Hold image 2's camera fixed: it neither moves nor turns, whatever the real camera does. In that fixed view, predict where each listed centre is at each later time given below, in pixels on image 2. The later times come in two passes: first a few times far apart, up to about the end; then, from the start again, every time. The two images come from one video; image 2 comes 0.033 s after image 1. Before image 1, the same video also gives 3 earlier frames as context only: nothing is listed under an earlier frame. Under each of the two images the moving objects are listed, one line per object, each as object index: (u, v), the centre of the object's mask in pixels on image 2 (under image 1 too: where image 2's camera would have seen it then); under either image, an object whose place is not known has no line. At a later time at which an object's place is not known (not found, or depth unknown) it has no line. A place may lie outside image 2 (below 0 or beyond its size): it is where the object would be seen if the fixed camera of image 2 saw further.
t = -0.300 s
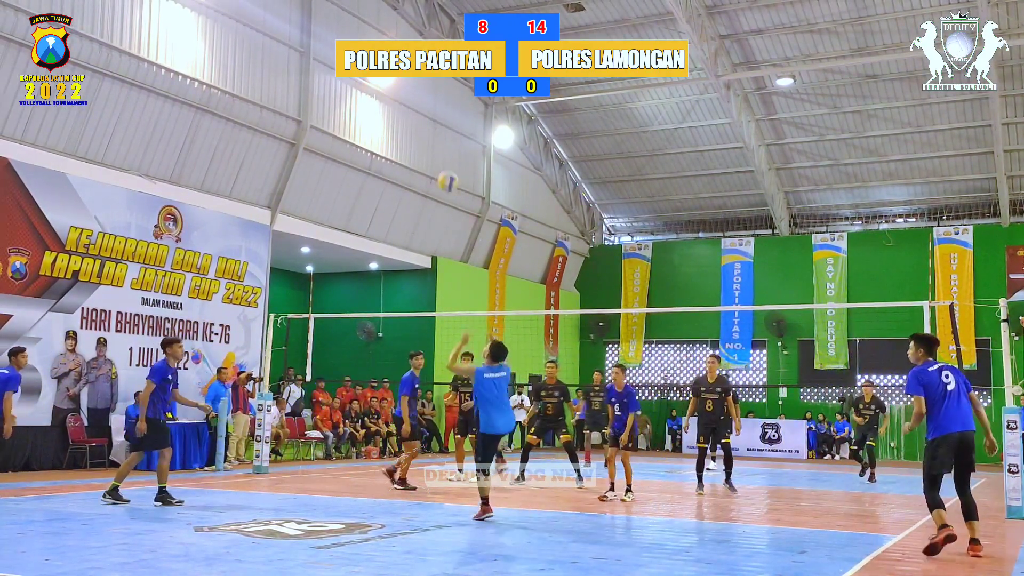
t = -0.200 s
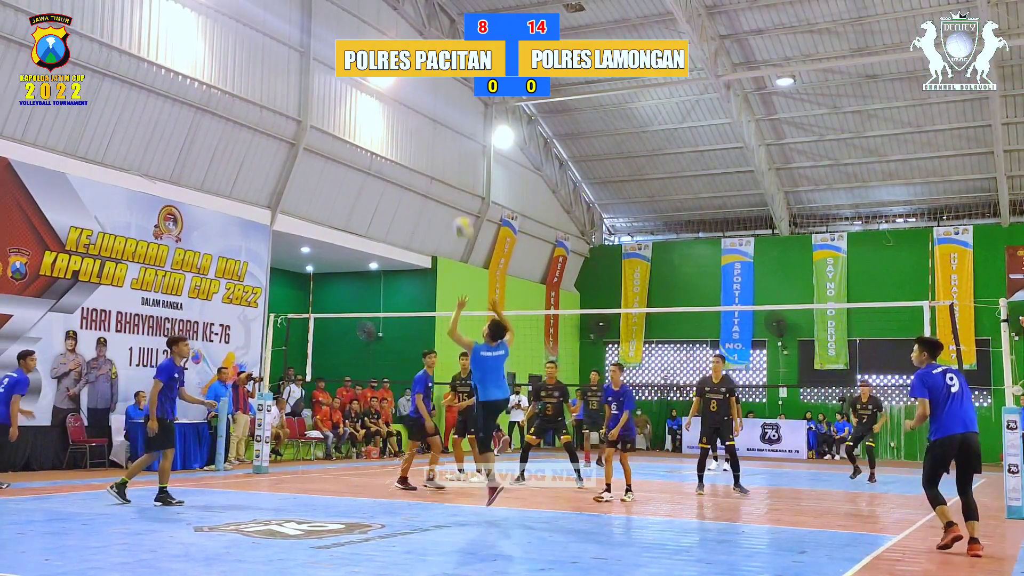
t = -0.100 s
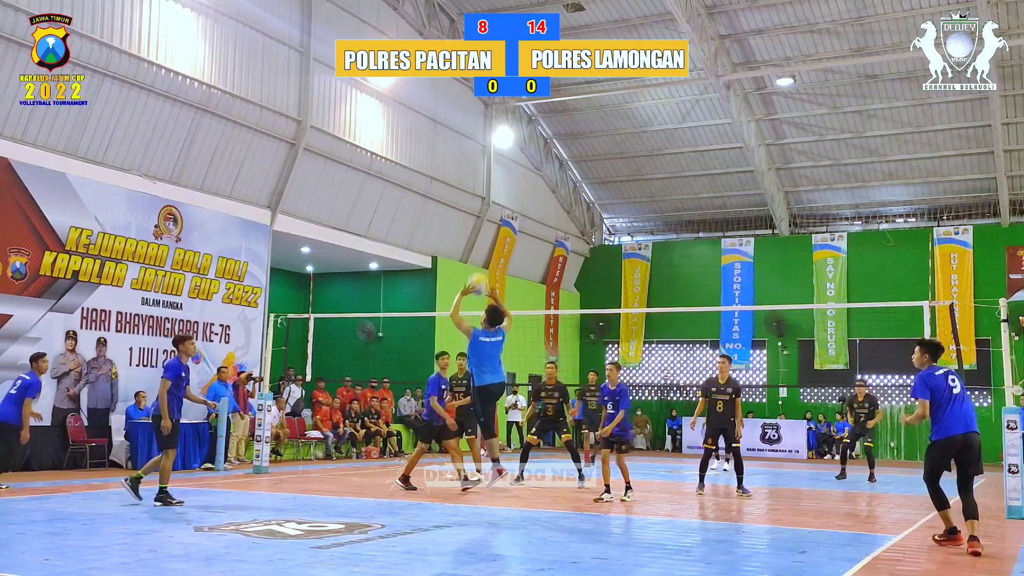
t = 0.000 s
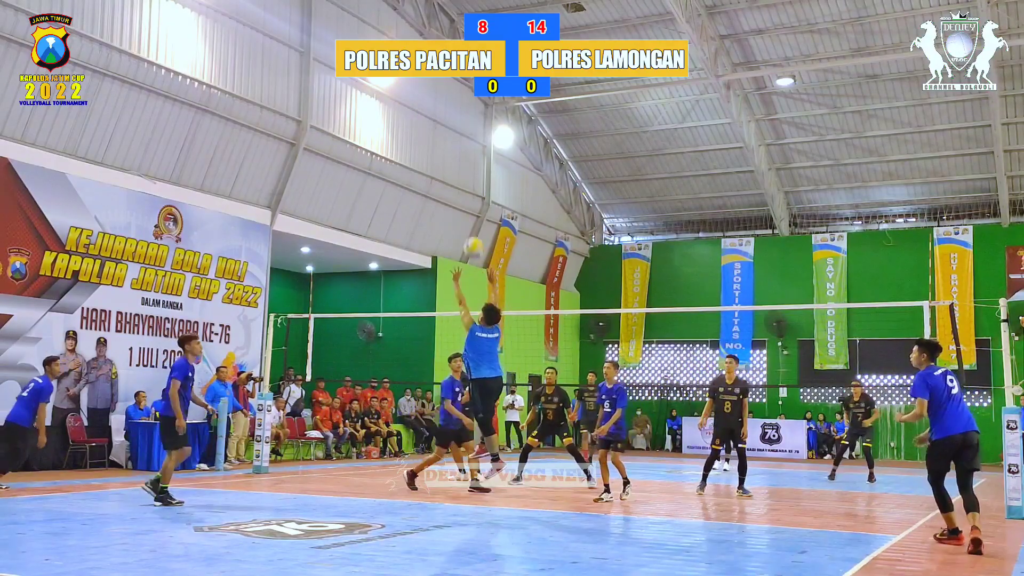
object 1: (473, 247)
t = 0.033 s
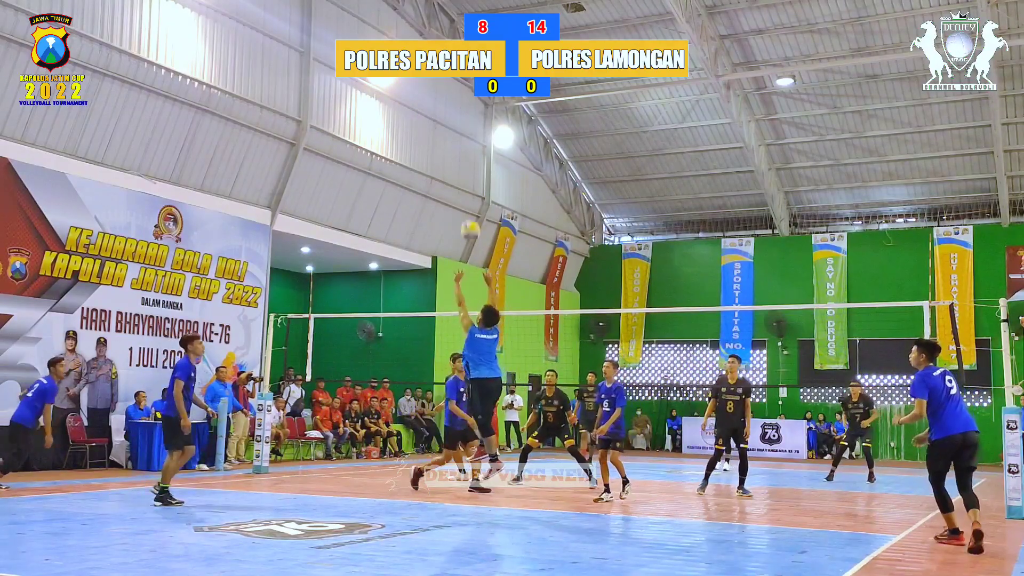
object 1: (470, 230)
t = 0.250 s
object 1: (451, 149)
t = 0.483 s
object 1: (433, 116)
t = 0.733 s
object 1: (414, 131)
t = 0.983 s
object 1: (397, 188)
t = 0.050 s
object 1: (469, 221)
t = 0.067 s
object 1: (467, 213)
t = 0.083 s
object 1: (465, 206)
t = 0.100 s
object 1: (464, 200)
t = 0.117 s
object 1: (462, 193)
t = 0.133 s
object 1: (461, 186)
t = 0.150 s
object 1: (459, 180)
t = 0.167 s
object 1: (458, 174)
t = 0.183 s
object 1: (456, 168)
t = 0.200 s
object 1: (455, 163)
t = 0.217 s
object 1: (454, 158)
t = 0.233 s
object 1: (452, 153)
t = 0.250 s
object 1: (451, 149)
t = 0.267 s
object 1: (450, 145)
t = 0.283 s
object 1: (449, 141)
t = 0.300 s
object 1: (447, 137)
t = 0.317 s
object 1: (446, 134)
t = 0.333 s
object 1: (444, 131)
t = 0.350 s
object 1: (443, 129)
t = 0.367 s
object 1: (442, 126)
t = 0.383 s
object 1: (440, 124)
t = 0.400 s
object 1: (439, 122)
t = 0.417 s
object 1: (438, 121)
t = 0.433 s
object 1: (437, 119)
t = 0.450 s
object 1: (436, 118)
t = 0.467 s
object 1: (434, 117)
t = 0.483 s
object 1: (433, 116)
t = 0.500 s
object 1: (432, 116)
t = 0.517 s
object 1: (430, 115)
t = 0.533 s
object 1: (429, 115)
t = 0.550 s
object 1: (428, 115)
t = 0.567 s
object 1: (427, 115)
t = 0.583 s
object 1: (426, 116)
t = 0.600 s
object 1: (424, 118)
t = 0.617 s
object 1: (423, 118)
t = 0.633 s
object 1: (421, 120)
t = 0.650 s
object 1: (420, 121)
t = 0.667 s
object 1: (419, 122)
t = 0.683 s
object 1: (418, 124)
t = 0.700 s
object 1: (417, 127)
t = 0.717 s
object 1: (415, 129)
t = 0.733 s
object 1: (414, 131)
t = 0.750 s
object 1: (413, 133)
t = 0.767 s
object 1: (412, 136)
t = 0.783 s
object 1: (411, 139)
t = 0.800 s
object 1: (410, 142)
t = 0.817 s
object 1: (409, 145)
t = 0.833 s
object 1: (408, 148)
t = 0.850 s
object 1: (407, 152)
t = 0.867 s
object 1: (405, 157)
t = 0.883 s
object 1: (404, 160)
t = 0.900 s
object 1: (402, 165)
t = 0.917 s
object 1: (402, 169)
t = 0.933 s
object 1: (400, 172)
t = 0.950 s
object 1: (399, 178)
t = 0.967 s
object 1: (398, 182)
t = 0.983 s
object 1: (397, 188)
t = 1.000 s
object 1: (395, 192)
